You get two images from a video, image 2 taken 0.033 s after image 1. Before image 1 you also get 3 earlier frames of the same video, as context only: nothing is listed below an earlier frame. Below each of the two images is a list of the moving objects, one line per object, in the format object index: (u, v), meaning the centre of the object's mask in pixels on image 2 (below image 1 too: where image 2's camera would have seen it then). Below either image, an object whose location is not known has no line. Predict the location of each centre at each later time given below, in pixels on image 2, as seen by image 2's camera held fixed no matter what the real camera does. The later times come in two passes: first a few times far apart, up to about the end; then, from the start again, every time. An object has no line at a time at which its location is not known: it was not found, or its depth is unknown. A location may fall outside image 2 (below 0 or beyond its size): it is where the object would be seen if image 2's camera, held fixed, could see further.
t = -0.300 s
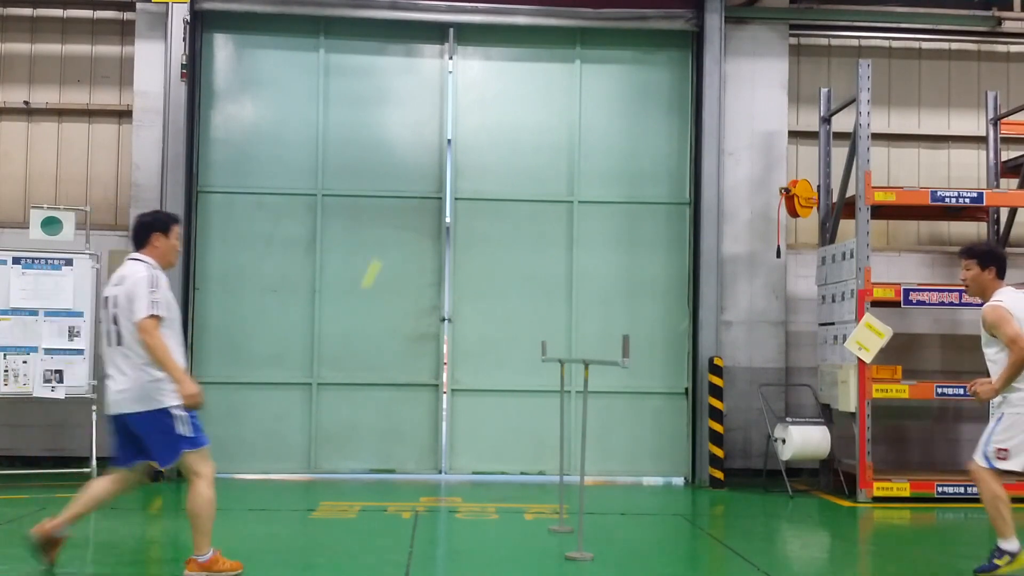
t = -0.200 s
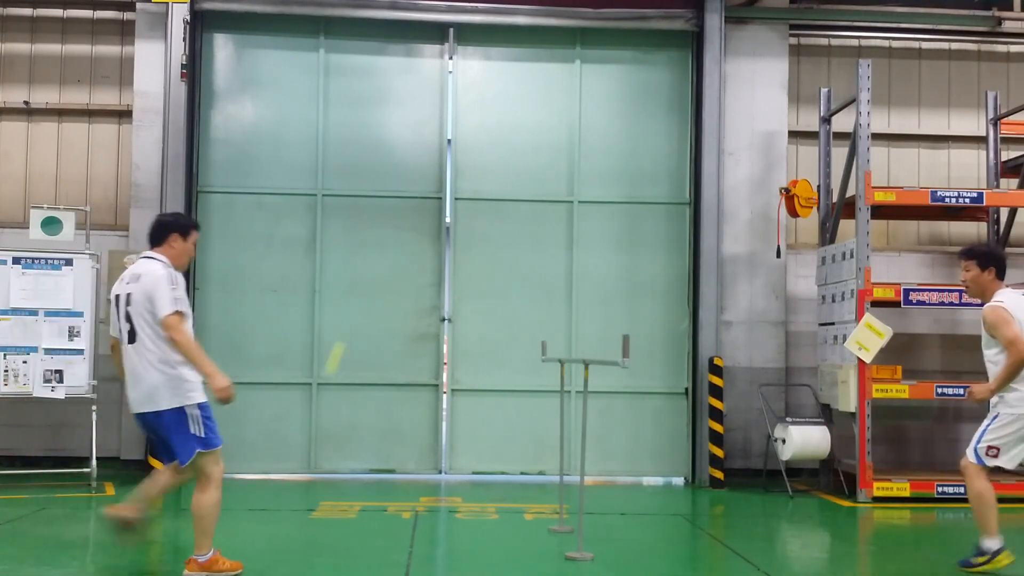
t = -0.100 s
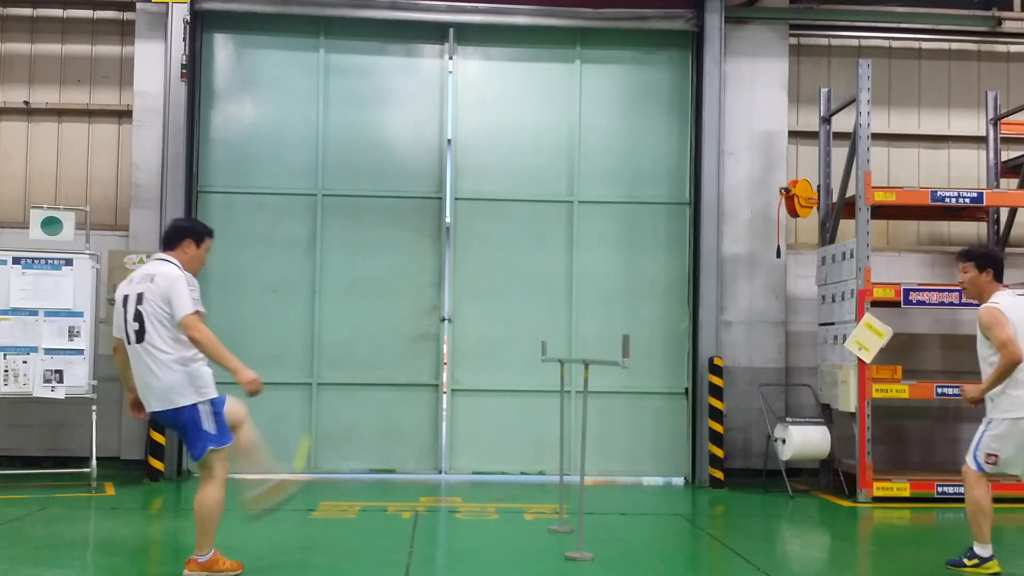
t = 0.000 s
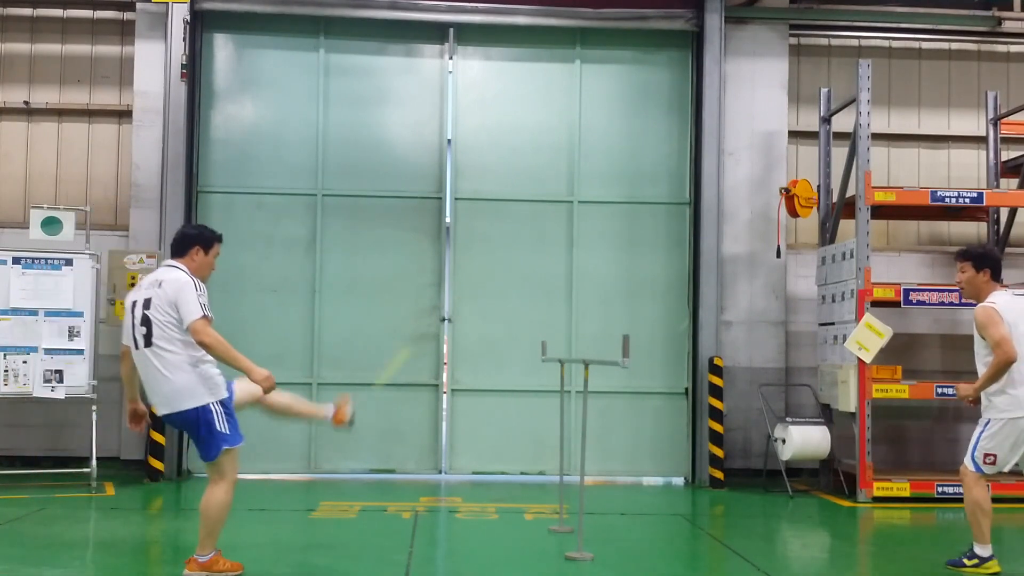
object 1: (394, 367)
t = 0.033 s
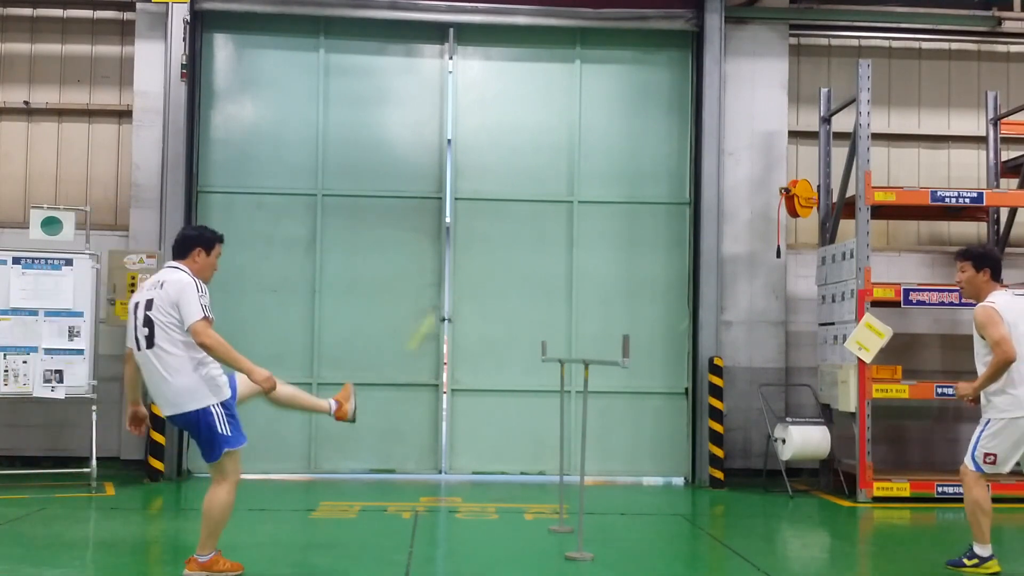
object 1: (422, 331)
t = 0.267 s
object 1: (580, 185)
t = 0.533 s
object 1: (716, 161)
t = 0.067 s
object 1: (443, 302)
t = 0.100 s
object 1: (466, 271)
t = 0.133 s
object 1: (491, 246)
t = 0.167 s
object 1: (515, 226)
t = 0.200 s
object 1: (537, 210)
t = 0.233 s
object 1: (560, 196)
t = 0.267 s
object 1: (580, 185)
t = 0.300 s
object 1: (599, 175)
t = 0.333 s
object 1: (618, 167)
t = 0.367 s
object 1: (635, 161)
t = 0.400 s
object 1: (652, 157)
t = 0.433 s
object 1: (669, 155)
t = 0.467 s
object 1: (686, 155)
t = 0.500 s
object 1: (700, 157)
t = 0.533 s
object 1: (716, 161)
